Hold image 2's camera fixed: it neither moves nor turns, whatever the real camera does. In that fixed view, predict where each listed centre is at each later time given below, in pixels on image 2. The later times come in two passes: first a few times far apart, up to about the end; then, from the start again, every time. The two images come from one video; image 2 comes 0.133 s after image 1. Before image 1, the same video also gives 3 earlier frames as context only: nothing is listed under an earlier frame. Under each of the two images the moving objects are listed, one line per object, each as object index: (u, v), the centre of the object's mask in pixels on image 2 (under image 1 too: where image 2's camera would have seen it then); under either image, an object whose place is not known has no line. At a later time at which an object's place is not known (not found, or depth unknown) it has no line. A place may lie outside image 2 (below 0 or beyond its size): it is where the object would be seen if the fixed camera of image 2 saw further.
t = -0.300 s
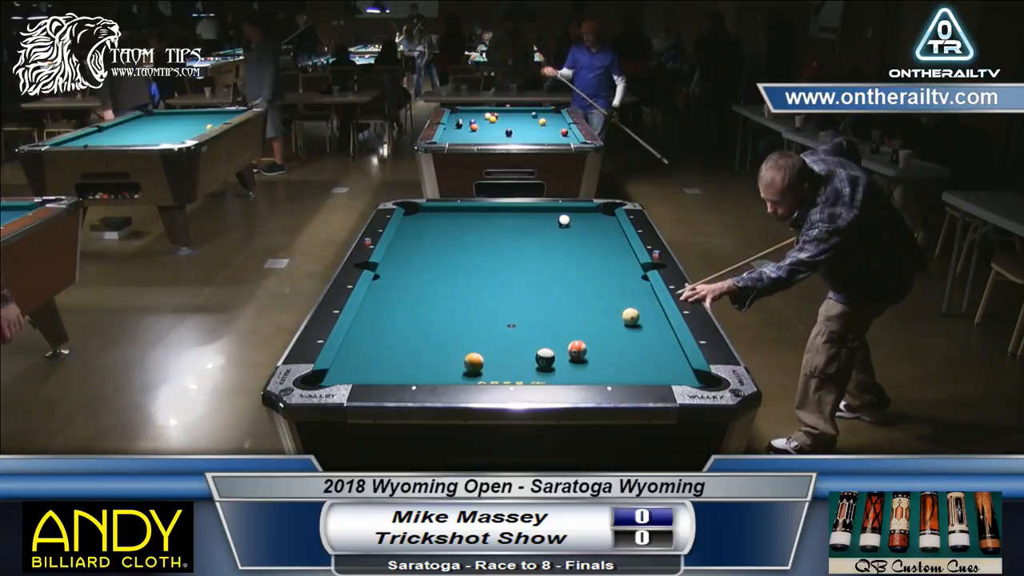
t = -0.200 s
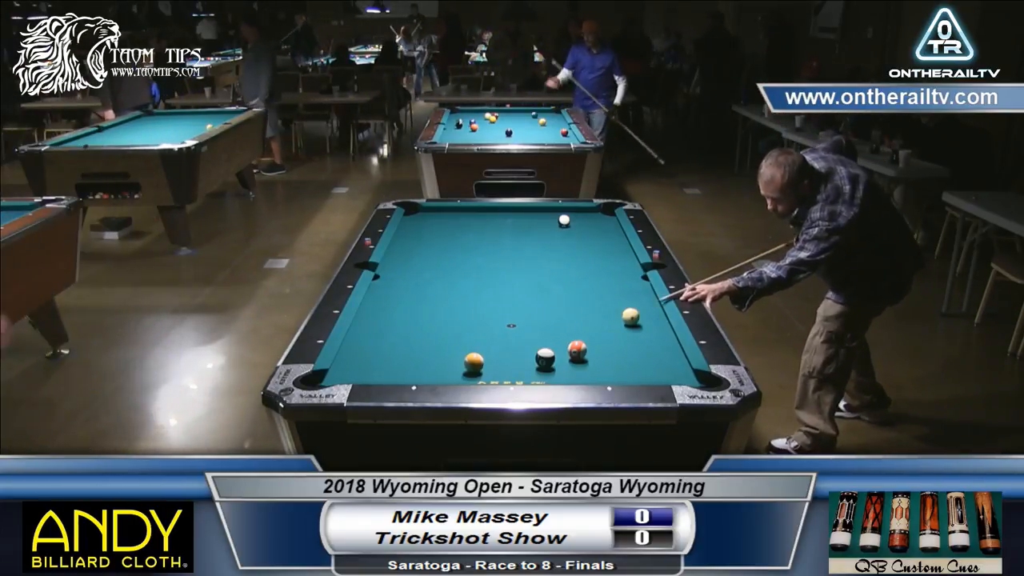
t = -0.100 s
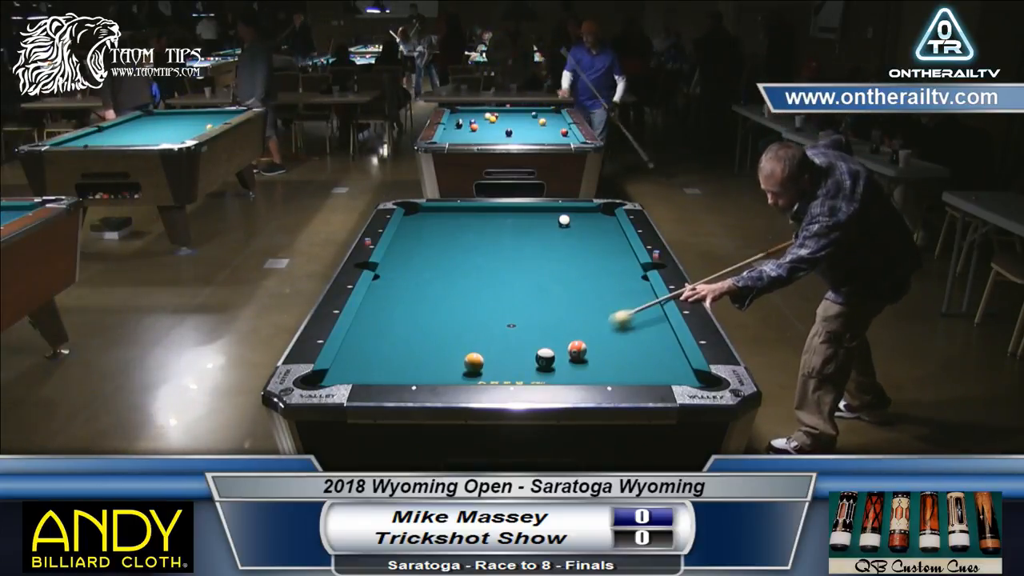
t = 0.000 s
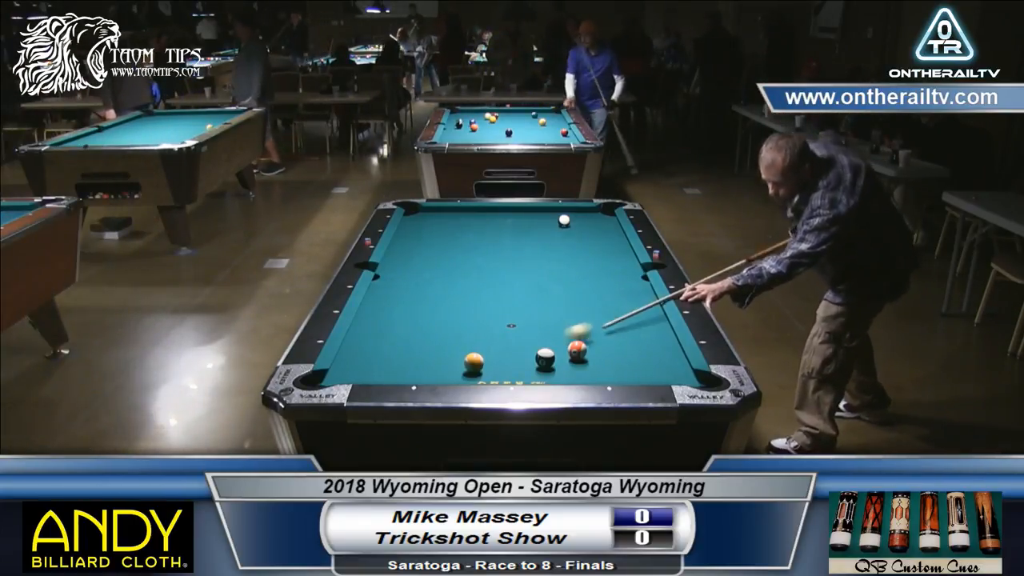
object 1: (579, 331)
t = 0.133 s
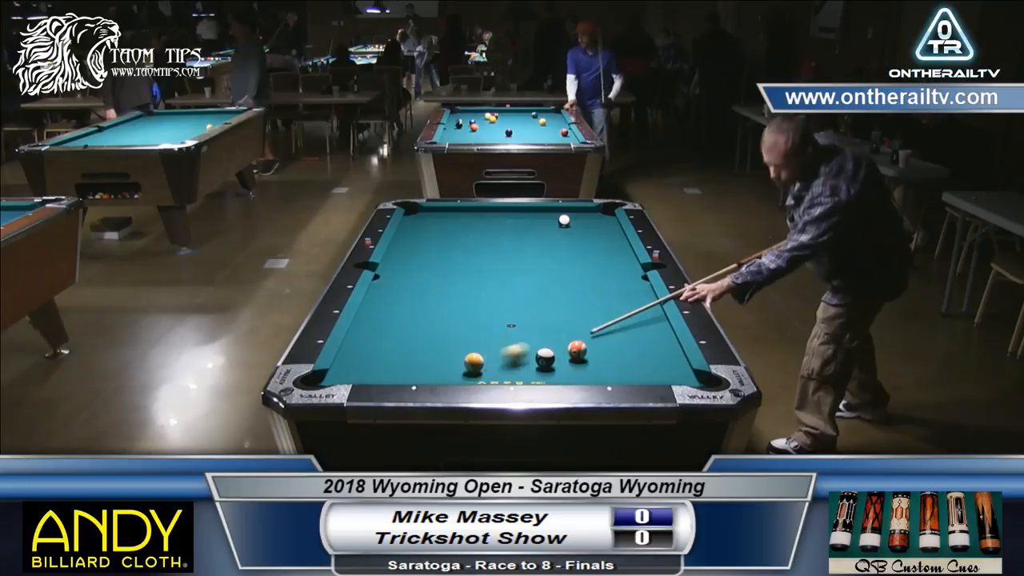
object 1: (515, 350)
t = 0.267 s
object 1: (495, 369)
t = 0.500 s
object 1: (486, 371)
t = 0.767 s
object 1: (479, 358)
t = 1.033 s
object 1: (474, 346)
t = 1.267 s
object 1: (470, 337)
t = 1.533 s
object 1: (467, 327)
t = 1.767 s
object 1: (463, 320)
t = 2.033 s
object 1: (460, 312)
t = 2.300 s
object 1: (457, 305)
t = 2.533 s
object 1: (455, 300)
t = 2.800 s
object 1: (454, 295)
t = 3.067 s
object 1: (452, 290)
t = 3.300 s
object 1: (450, 287)
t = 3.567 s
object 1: (448, 283)
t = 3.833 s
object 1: (447, 280)
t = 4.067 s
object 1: (446, 278)
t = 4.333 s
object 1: (446, 276)
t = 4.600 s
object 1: (445, 274)
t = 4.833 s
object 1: (444, 273)
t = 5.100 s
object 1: (444, 272)
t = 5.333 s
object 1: (443, 271)
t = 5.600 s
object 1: (442, 271)
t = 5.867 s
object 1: (442, 271)
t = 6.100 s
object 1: (442, 271)
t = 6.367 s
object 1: (442, 271)
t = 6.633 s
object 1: (442, 271)
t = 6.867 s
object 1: (442, 272)
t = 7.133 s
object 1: (443, 271)
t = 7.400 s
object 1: (442, 271)
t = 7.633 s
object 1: (442, 271)
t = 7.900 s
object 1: (442, 271)
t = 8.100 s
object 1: (442, 271)
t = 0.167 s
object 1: (499, 355)
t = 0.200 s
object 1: (494, 362)
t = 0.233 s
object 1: (495, 366)
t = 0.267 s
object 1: (495, 369)
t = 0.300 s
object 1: (494, 371)
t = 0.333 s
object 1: (491, 374)
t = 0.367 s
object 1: (489, 375)
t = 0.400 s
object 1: (488, 374)
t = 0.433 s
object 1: (487, 373)
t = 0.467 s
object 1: (486, 372)
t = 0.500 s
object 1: (486, 371)
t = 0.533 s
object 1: (484, 370)
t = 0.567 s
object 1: (483, 369)
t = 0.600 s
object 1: (483, 367)
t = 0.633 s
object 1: (482, 365)
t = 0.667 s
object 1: (481, 363)
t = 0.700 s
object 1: (481, 361)
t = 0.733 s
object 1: (480, 359)
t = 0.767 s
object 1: (479, 358)
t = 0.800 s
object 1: (479, 356)
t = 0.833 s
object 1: (478, 355)
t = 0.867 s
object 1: (477, 353)
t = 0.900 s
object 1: (477, 352)
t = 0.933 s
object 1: (476, 350)
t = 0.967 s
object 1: (476, 349)
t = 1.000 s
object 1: (475, 347)
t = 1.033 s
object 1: (474, 346)
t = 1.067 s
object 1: (474, 345)
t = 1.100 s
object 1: (473, 343)
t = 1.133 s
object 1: (473, 342)
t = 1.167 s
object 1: (472, 340)
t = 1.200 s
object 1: (471, 339)
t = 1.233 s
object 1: (471, 338)
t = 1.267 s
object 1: (470, 337)
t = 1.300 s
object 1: (470, 335)
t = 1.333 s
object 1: (469, 334)
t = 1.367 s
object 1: (469, 333)
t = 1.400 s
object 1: (468, 332)
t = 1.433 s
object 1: (468, 331)
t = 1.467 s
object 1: (468, 329)
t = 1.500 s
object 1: (467, 328)
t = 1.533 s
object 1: (467, 327)
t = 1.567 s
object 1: (466, 326)
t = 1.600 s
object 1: (466, 325)
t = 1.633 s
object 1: (465, 324)
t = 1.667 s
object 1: (465, 323)
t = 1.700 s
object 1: (464, 322)
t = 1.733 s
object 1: (464, 321)
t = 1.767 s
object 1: (463, 320)
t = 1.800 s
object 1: (463, 319)
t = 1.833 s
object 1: (463, 318)
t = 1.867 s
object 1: (462, 317)
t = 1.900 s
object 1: (462, 316)
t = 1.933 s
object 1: (461, 315)
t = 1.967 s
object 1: (461, 314)
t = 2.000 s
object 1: (461, 313)
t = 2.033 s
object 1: (460, 312)
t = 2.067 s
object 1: (460, 311)
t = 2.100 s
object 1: (459, 310)
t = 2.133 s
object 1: (459, 310)
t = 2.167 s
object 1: (459, 309)
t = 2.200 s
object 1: (458, 308)
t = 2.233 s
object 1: (458, 307)
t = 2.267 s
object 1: (458, 306)
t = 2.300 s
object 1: (457, 305)
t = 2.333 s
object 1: (457, 305)
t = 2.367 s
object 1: (457, 304)
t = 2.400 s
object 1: (456, 303)
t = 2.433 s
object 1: (456, 303)
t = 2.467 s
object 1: (456, 302)
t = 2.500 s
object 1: (456, 301)
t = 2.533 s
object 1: (455, 300)
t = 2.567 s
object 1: (455, 300)
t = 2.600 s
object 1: (455, 299)
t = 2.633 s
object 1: (455, 298)
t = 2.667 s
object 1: (454, 298)
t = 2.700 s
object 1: (454, 297)
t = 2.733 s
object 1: (454, 296)
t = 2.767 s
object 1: (454, 296)
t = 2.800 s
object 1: (454, 295)
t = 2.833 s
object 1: (453, 294)
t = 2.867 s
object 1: (453, 294)
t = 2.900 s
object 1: (453, 293)
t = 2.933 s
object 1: (453, 293)
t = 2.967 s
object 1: (452, 292)
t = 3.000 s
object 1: (452, 291)
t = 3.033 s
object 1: (452, 291)
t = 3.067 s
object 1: (452, 290)
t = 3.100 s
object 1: (451, 290)
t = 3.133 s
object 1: (451, 289)
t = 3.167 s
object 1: (451, 289)
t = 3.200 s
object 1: (451, 288)
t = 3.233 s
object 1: (450, 288)
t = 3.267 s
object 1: (450, 287)
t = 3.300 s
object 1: (450, 287)
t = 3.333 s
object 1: (450, 286)
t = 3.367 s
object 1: (450, 286)
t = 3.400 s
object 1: (449, 285)
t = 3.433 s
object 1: (449, 285)
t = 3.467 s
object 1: (449, 284)
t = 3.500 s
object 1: (449, 284)
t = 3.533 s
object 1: (449, 284)
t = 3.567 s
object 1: (448, 283)
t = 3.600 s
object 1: (448, 283)
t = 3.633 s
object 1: (448, 282)
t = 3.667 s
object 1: (448, 282)
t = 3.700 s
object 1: (448, 282)
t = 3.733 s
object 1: (448, 281)
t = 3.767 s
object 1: (447, 281)
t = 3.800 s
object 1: (447, 280)
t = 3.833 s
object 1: (447, 280)
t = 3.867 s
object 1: (447, 280)
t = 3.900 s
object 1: (447, 279)
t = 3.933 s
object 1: (447, 279)
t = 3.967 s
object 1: (447, 279)
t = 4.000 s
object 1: (446, 278)
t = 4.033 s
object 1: (446, 278)
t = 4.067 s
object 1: (446, 278)
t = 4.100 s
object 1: (446, 278)
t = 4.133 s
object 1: (446, 277)
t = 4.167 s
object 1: (446, 277)
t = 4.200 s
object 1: (446, 277)
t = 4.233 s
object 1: (446, 277)
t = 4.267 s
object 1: (446, 276)
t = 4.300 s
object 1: (446, 276)
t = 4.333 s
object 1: (446, 276)
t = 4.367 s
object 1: (445, 275)
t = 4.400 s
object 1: (445, 275)
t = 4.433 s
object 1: (445, 275)
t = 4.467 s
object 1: (445, 275)
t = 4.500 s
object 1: (445, 274)
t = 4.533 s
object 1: (445, 274)
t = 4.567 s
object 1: (445, 274)
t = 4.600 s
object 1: (445, 274)
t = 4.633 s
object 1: (445, 274)
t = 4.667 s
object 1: (445, 273)
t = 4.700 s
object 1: (445, 273)
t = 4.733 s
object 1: (445, 273)
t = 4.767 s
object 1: (445, 273)
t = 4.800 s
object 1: (445, 273)
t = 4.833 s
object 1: (444, 273)
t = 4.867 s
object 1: (444, 273)
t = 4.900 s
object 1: (444, 273)
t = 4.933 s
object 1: (444, 272)
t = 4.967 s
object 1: (444, 272)
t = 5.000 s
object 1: (444, 272)
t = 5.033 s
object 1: (444, 272)
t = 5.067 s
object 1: (444, 272)
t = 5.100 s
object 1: (444, 272)
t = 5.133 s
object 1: (443, 272)
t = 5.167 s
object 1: (443, 272)
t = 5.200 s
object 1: (443, 272)
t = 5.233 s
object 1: (443, 272)
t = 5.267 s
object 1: (443, 272)
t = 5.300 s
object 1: (443, 271)
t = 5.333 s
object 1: (443, 271)
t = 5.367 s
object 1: (443, 271)
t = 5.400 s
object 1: (443, 271)
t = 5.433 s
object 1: (443, 271)
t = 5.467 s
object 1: (443, 271)
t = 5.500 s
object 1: (443, 271)
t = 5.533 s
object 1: (443, 271)
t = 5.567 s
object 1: (443, 271)
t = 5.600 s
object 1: (442, 271)
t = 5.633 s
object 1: (442, 271)
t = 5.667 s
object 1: (442, 271)
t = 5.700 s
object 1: (442, 271)
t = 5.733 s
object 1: (442, 271)
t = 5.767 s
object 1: (442, 271)
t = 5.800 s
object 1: (442, 271)
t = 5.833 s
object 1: (442, 271)
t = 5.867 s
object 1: (442, 271)
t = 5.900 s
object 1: (442, 271)
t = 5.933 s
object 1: (442, 271)
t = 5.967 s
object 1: (442, 271)
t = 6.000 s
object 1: (442, 271)
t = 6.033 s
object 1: (442, 271)
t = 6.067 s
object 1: (442, 271)
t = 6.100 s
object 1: (442, 271)
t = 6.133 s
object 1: (442, 271)
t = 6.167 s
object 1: (442, 271)
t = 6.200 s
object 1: (442, 271)
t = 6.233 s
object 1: (442, 271)
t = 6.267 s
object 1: (442, 271)
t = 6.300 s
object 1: (442, 271)
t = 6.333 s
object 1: (442, 271)
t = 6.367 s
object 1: (442, 271)
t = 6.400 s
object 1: (442, 271)
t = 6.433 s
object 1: (442, 271)
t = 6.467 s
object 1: (442, 271)
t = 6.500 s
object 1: (442, 271)
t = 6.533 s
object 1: (442, 271)
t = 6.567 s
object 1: (442, 271)
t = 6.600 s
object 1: (442, 271)
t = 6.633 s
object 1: (442, 271)
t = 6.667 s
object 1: (442, 271)
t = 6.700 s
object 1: (442, 271)
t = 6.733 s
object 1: (442, 271)
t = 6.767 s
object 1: (442, 271)
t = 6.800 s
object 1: (442, 272)
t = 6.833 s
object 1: (442, 272)
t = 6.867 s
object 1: (442, 272)
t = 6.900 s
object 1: (442, 271)
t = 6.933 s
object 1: (442, 271)
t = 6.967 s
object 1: (443, 271)
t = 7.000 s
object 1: (443, 271)
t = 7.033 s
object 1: (443, 271)
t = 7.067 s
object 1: (442, 271)
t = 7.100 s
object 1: (443, 271)
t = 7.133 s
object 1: (443, 271)
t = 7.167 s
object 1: (443, 271)
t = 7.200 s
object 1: (443, 271)
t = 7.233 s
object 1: (443, 271)
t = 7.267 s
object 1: (443, 271)
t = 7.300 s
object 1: (443, 271)
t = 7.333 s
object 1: (442, 271)
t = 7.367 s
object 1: (442, 271)
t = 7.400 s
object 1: (442, 271)
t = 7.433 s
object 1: (442, 271)
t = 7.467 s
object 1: (442, 271)
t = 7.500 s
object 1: (442, 271)
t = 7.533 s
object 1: (442, 271)
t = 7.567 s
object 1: (442, 271)
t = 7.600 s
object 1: (442, 271)
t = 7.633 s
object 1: (442, 271)
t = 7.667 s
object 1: (442, 271)
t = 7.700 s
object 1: (442, 271)
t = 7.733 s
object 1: (442, 271)
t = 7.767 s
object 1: (442, 271)
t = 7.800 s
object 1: (442, 271)
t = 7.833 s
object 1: (442, 271)
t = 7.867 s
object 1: (442, 271)
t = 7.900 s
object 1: (442, 271)
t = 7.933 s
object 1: (442, 271)
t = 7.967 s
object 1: (442, 271)
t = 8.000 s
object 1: (442, 271)
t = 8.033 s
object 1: (442, 271)
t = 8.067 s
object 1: (442, 271)
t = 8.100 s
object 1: (442, 271)
